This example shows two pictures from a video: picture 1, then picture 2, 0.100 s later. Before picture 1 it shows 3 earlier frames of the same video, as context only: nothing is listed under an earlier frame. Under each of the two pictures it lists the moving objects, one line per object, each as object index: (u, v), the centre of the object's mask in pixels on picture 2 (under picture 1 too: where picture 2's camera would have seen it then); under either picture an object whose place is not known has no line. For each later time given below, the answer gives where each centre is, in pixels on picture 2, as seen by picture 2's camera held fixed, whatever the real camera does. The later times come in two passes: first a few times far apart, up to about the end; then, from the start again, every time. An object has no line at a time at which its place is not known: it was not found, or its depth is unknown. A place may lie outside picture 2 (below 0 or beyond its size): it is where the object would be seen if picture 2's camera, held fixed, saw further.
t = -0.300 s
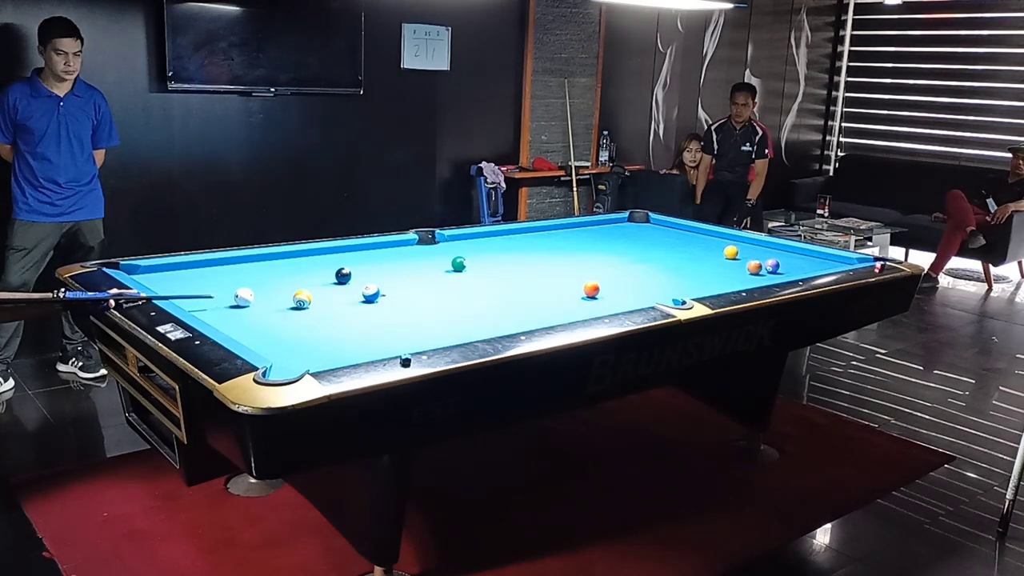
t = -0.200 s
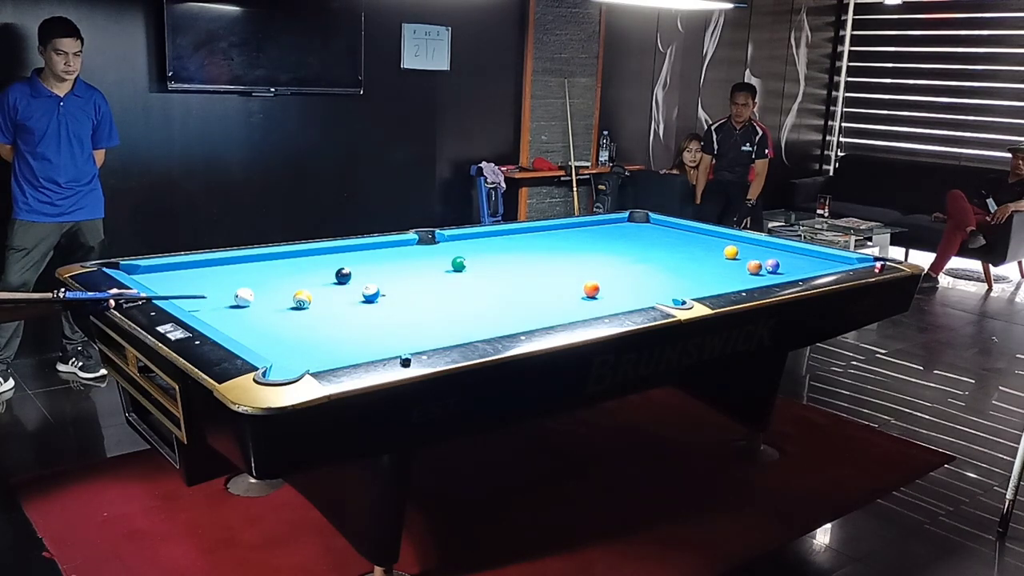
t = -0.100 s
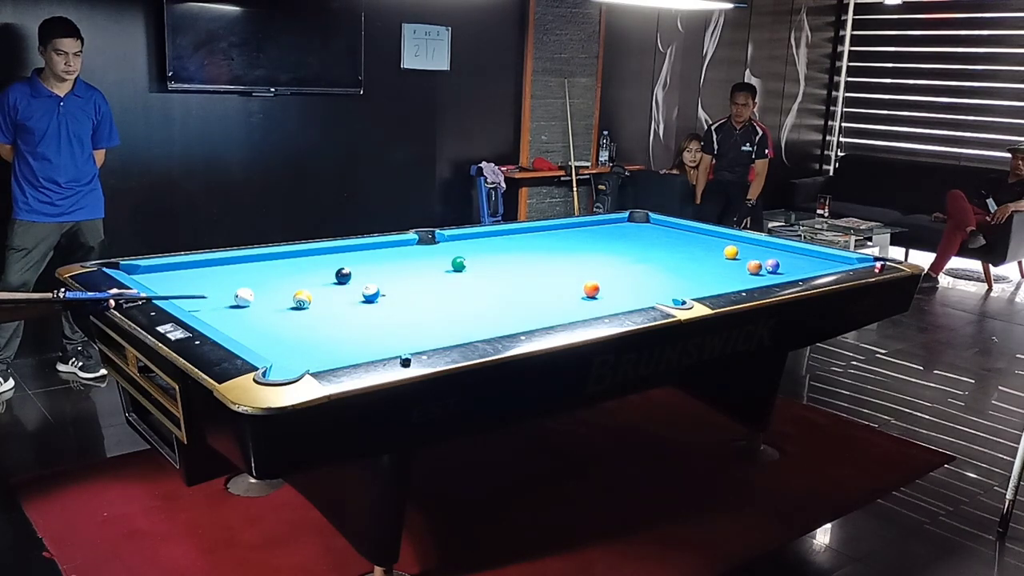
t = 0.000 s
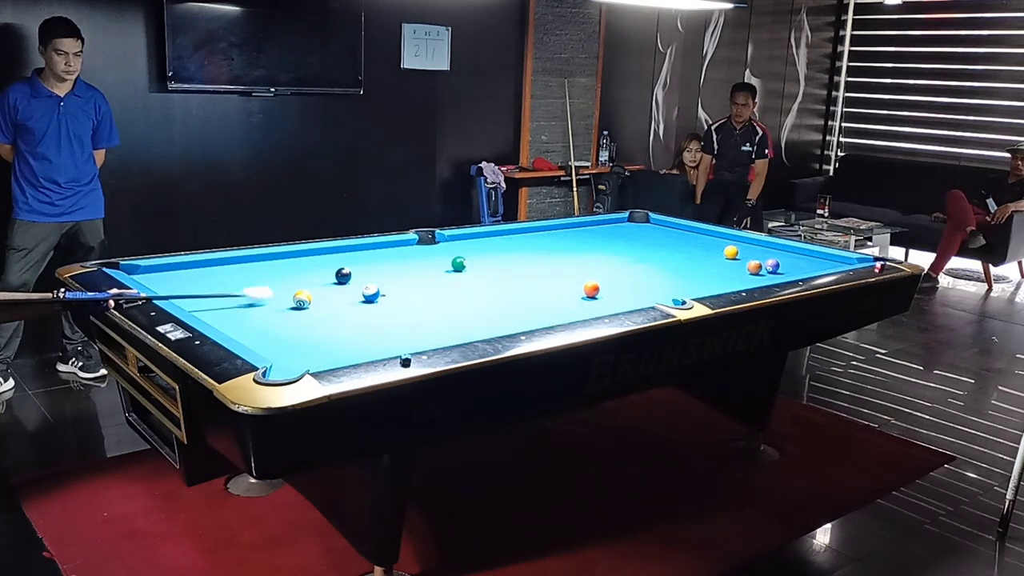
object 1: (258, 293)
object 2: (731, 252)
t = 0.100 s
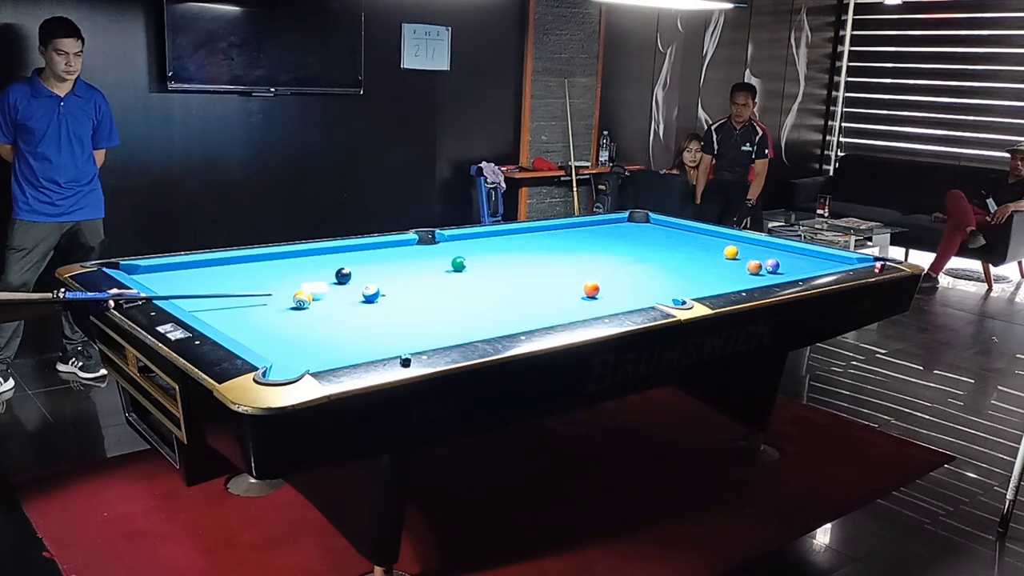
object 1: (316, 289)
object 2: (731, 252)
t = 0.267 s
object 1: (397, 282)
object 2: (731, 252)
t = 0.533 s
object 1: (513, 272)
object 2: (731, 252)
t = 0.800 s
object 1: (613, 263)
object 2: (731, 252)
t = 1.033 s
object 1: (689, 255)
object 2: (731, 252)
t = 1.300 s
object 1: (738, 254)
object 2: (759, 247)
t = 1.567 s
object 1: (771, 254)
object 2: (759, 246)
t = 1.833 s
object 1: (802, 256)
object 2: (736, 249)
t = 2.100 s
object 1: (832, 257)
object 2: (714, 252)
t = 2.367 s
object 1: (836, 260)
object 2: (692, 255)
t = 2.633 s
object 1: (839, 262)
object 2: (669, 258)
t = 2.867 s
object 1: (840, 263)
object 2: (650, 260)
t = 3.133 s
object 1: (834, 264)
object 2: (629, 263)
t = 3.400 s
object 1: (826, 265)
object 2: (609, 266)
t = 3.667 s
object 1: (820, 265)
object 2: (589, 269)
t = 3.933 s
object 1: (815, 265)
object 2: (570, 271)
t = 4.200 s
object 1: (812, 265)
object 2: (551, 274)
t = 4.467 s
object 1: (810, 266)
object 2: (533, 277)
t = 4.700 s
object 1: (809, 266)
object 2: (518, 280)
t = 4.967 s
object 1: (810, 266)
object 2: (501, 282)
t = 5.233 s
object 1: (809, 266)
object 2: (486, 283)
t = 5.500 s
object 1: (809, 266)
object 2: (472, 286)
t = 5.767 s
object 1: (809, 266)
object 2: (458, 288)
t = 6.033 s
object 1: (809, 266)
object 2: (447, 289)
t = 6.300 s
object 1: (809, 266)
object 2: (438, 291)
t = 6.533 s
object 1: (809, 266)
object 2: (430, 291)
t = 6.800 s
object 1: (809, 266)
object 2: (423, 292)
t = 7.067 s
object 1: (809, 266)
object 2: (417, 293)
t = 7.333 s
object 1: (809, 266)
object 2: (413, 294)
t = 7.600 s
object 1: (809, 266)
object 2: (411, 294)
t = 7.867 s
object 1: (809, 266)
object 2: (410, 294)
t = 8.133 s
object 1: (809, 266)
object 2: (410, 294)
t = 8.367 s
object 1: (809, 266)
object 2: (410, 294)
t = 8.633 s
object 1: (809, 266)
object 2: (410, 294)
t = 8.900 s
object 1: (809, 266)
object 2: (410, 294)
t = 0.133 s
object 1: (332, 288)
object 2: (731, 252)
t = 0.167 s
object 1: (350, 287)
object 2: (731, 252)
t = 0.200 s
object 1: (365, 282)
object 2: (731, 252)
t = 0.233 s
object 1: (382, 283)
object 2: (731, 252)
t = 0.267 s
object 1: (397, 282)
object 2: (731, 252)
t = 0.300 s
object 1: (413, 280)
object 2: (731, 252)
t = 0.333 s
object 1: (428, 279)
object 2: (731, 252)
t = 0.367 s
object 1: (441, 279)
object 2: (731, 252)
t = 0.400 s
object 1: (457, 277)
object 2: (731, 252)
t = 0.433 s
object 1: (472, 275)
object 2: (731, 252)
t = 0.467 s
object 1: (486, 274)
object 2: (731, 252)
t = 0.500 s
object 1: (500, 273)
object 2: (731, 252)
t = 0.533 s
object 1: (513, 272)
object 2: (731, 252)
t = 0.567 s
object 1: (526, 271)
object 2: (731, 252)
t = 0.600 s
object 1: (539, 270)
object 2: (731, 252)
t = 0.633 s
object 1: (552, 269)
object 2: (731, 252)
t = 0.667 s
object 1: (565, 267)
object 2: (731, 252)
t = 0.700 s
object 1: (577, 266)
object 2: (731, 252)
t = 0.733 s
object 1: (589, 265)
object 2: (731, 252)
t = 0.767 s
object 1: (601, 264)
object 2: (731, 252)
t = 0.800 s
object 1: (613, 263)
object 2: (731, 252)
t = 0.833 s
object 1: (624, 261)
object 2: (731, 252)
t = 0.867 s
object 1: (636, 260)
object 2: (731, 252)
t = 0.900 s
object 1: (646, 259)
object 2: (731, 252)
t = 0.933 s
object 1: (657, 258)
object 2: (731, 252)
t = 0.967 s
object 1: (668, 257)
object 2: (731, 252)
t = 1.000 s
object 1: (679, 256)
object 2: (731, 252)
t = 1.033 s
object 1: (689, 255)
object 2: (731, 252)
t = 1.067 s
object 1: (699, 255)
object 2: (731, 252)
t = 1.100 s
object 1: (710, 254)
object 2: (731, 252)
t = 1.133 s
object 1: (719, 253)
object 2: (733, 252)
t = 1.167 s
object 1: (724, 253)
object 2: (737, 250)
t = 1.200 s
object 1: (727, 253)
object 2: (743, 249)
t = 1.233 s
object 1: (730, 254)
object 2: (748, 249)
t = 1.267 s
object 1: (734, 254)
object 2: (754, 248)
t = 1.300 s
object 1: (738, 254)
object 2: (759, 247)
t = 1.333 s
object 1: (742, 254)
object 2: (763, 246)
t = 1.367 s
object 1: (746, 254)
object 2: (768, 245)
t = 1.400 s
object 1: (750, 254)
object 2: (772, 245)
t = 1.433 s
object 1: (754, 254)
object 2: (771, 245)
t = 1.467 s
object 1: (758, 254)
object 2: (768, 245)
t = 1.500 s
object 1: (762, 254)
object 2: (765, 244)
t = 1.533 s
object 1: (767, 254)
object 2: (761, 245)
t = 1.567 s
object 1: (771, 254)
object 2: (759, 246)
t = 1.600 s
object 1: (775, 254)
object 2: (756, 246)
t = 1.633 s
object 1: (779, 255)
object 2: (753, 247)
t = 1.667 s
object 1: (783, 255)
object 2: (750, 247)
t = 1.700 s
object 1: (787, 255)
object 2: (747, 248)
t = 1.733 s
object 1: (791, 255)
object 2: (744, 248)
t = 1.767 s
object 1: (794, 255)
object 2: (742, 248)
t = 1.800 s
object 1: (798, 255)
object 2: (739, 249)
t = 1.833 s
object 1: (802, 256)
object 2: (736, 249)
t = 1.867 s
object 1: (806, 256)
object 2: (733, 250)
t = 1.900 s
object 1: (810, 256)
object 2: (731, 250)
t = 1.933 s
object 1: (813, 256)
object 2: (728, 250)
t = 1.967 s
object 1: (817, 256)
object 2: (725, 251)
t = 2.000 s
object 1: (820, 256)
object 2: (722, 251)
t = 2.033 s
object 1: (824, 256)
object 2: (719, 251)
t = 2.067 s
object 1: (828, 256)
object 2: (717, 252)
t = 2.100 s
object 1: (832, 257)
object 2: (714, 252)
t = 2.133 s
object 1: (834, 257)
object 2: (711, 253)
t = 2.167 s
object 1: (834, 257)
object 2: (708, 253)
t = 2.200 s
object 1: (834, 258)
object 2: (705, 253)
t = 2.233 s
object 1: (834, 258)
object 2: (703, 254)
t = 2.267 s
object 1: (835, 259)
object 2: (700, 254)
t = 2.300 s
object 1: (835, 259)
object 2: (697, 254)
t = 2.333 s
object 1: (835, 259)
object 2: (694, 255)
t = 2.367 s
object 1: (836, 260)
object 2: (692, 255)
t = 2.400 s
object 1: (837, 260)
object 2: (689, 255)
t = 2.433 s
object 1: (837, 260)
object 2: (686, 256)
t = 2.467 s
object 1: (837, 261)
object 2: (683, 256)
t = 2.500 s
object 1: (838, 261)
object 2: (680, 257)
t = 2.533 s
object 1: (838, 261)
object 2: (678, 257)
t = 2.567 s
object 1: (839, 261)
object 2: (675, 257)
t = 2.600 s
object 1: (839, 262)
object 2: (672, 257)
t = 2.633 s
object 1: (839, 262)
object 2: (669, 258)
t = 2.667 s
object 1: (839, 262)
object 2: (666, 258)
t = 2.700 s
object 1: (839, 262)
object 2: (664, 259)
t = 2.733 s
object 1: (839, 262)
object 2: (661, 259)
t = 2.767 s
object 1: (840, 263)
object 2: (659, 259)
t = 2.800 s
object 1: (840, 263)
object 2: (656, 260)
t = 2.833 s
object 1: (840, 263)
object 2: (653, 260)
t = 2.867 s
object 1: (840, 263)
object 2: (650, 260)
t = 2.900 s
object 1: (841, 263)
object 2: (648, 261)
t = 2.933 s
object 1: (841, 263)
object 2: (645, 261)
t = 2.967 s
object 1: (839, 264)
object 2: (642, 261)
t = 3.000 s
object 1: (838, 264)
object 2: (640, 262)
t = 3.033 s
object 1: (837, 264)
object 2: (637, 262)
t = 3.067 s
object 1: (836, 264)
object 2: (634, 263)
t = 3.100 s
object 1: (835, 264)
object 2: (632, 263)
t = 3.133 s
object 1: (834, 264)
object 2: (629, 263)
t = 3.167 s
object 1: (833, 264)
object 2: (627, 264)
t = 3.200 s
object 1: (832, 264)
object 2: (624, 264)
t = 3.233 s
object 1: (831, 264)
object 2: (622, 264)
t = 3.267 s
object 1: (830, 264)
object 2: (619, 265)
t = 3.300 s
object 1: (829, 265)
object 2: (616, 265)
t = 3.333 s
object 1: (828, 265)
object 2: (614, 265)
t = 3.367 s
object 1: (827, 265)
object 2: (611, 265)
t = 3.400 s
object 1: (826, 265)
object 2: (609, 266)
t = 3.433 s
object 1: (825, 265)
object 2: (606, 266)
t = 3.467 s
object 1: (824, 265)
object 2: (604, 267)
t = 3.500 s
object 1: (823, 265)
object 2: (601, 267)
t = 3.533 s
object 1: (823, 265)
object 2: (599, 267)
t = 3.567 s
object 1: (822, 265)
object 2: (596, 268)
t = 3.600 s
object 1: (821, 265)
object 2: (594, 269)
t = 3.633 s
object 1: (820, 265)
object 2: (591, 269)
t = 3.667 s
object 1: (820, 265)
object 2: (589, 269)
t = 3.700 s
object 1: (819, 265)
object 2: (586, 270)
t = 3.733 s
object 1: (818, 265)
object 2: (584, 270)
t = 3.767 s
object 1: (818, 265)
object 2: (582, 270)
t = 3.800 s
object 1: (817, 265)
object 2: (579, 270)
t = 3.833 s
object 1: (817, 265)
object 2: (577, 271)
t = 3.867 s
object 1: (816, 265)
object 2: (574, 271)
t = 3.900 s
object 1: (816, 265)
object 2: (572, 271)
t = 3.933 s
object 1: (815, 265)
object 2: (570, 271)
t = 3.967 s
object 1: (815, 265)
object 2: (567, 272)
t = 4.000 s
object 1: (814, 265)
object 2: (565, 272)
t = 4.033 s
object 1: (814, 265)
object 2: (563, 273)
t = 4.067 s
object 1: (813, 265)
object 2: (560, 273)
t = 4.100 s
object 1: (813, 265)
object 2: (558, 274)
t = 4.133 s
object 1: (813, 265)
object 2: (556, 274)
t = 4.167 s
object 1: (812, 266)
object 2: (553, 274)
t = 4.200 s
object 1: (812, 265)
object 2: (551, 274)
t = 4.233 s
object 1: (812, 266)
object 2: (549, 275)
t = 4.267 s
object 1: (811, 266)
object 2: (546, 276)
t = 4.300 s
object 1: (811, 266)
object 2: (544, 276)
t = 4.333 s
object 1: (811, 266)
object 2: (542, 276)
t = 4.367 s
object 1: (810, 266)
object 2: (540, 277)
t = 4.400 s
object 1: (810, 266)
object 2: (537, 277)
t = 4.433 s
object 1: (810, 266)
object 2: (535, 277)
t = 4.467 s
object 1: (810, 266)
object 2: (533, 277)
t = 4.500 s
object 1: (810, 266)
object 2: (531, 278)
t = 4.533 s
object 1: (809, 266)
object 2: (528, 278)
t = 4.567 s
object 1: (809, 266)
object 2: (526, 278)
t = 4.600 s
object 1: (809, 266)
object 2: (524, 278)
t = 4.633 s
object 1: (809, 266)
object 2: (522, 279)
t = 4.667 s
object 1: (809, 266)
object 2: (520, 279)
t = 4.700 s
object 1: (809, 266)
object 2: (518, 280)
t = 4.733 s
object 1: (809, 266)
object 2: (516, 280)
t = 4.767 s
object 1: (810, 266)
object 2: (513, 280)
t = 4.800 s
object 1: (809, 266)
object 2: (511, 280)
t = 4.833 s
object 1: (809, 266)
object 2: (509, 280)
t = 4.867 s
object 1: (809, 266)
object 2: (507, 281)
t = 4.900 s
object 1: (809, 266)
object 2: (505, 281)
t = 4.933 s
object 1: (809, 266)
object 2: (503, 281)
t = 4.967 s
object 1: (810, 266)
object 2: (501, 282)
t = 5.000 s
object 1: (809, 266)
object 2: (499, 282)
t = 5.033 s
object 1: (809, 266)
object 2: (497, 282)
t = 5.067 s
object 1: (809, 266)
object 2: (495, 282)
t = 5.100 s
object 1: (809, 266)
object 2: (494, 283)
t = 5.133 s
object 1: (809, 266)
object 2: (492, 283)
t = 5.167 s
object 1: (809, 266)
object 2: (490, 283)
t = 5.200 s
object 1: (809, 266)
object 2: (488, 283)
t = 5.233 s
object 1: (809, 266)
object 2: (486, 283)
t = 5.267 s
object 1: (809, 266)
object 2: (484, 284)
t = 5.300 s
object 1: (809, 266)
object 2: (482, 284)
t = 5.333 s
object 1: (809, 266)
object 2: (480, 284)
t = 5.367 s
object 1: (809, 266)
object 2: (479, 285)
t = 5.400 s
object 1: (809, 266)
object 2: (477, 285)
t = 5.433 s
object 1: (809, 266)
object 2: (475, 285)
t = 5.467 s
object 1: (809, 266)
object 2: (473, 286)
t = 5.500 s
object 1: (809, 266)
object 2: (472, 286)
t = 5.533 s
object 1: (809, 266)
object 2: (470, 287)
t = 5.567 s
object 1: (809, 266)
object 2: (468, 287)
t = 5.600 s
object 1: (809, 266)
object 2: (467, 287)
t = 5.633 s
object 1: (809, 266)
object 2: (465, 287)
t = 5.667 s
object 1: (809, 266)
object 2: (463, 287)
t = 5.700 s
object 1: (809, 266)
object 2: (462, 288)
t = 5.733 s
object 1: (809, 266)
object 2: (460, 288)
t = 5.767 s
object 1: (809, 266)
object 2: (458, 288)
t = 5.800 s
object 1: (809, 266)
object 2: (457, 288)
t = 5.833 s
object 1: (809, 266)
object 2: (456, 288)
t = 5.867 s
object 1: (809, 266)
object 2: (454, 288)
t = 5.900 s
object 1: (809, 266)
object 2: (453, 289)
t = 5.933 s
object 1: (809, 266)
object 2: (451, 289)
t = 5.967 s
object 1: (809, 266)
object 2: (450, 289)
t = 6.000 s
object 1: (809, 266)
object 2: (449, 289)
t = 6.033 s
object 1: (809, 266)
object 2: (447, 289)
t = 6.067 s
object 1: (809, 266)
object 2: (446, 290)
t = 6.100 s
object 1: (809, 266)
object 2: (445, 290)
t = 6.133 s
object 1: (809, 266)
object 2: (444, 290)
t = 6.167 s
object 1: (809, 266)
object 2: (443, 290)
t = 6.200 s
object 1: (809, 266)
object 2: (441, 290)
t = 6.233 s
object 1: (809, 266)
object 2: (440, 290)
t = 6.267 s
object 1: (809, 266)
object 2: (439, 290)
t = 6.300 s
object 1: (809, 266)
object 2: (438, 291)
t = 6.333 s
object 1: (809, 266)
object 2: (437, 291)
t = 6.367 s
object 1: (809, 266)
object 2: (436, 291)
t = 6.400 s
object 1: (809, 266)
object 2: (434, 291)
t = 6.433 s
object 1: (809, 266)
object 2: (433, 291)
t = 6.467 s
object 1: (809, 266)
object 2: (432, 291)
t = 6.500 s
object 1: (809, 266)
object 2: (431, 291)
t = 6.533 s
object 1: (809, 266)
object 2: (430, 291)
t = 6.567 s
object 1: (809, 266)
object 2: (429, 291)
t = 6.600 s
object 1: (809, 266)
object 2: (428, 292)
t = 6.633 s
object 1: (809, 266)
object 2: (427, 292)
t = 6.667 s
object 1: (809, 266)
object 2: (427, 292)
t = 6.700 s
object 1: (809, 266)
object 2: (426, 292)
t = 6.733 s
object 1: (809, 266)
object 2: (425, 292)
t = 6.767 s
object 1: (809, 266)
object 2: (424, 292)
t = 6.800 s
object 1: (809, 266)
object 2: (423, 292)
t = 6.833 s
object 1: (809, 266)
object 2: (422, 292)
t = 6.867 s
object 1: (809, 266)
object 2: (421, 292)
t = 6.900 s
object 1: (809, 266)
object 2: (421, 292)
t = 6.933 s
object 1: (809, 266)
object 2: (420, 293)
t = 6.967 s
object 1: (809, 266)
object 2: (419, 293)
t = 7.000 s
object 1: (809, 266)
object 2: (419, 293)
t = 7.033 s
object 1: (809, 266)
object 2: (418, 293)
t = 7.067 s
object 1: (809, 266)
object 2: (417, 293)
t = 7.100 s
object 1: (809, 266)
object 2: (417, 293)
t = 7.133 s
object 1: (809, 266)
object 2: (416, 293)
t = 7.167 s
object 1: (809, 266)
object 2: (416, 293)
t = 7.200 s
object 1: (809, 266)
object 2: (415, 293)
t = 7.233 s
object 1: (809, 266)
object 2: (415, 293)
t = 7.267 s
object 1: (809, 266)
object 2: (414, 293)
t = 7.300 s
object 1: (809, 266)
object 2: (414, 294)
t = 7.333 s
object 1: (809, 266)
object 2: (413, 294)
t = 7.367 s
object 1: (809, 266)
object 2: (413, 293)
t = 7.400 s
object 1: (809, 266)
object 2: (413, 293)
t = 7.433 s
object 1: (809, 266)
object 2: (413, 294)
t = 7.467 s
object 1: (809, 266)
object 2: (412, 294)
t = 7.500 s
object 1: (809, 266)
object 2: (412, 294)
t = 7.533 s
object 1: (809, 266)
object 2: (412, 294)
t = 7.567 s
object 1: (809, 266)
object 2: (411, 294)
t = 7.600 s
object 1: (809, 266)
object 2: (411, 294)
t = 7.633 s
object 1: (809, 266)
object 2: (411, 294)
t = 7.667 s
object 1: (809, 266)
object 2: (411, 294)
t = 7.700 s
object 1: (809, 266)
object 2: (411, 294)
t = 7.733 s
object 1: (809, 266)
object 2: (410, 294)
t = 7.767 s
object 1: (809, 266)
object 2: (410, 294)
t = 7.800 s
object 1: (809, 266)
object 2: (410, 294)
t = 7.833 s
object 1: (809, 266)
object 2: (410, 294)
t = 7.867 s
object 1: (809, 266)
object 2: (410, 294)
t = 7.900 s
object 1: (809, 266)
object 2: (410, 294)
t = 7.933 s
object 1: (809, 266)
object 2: (410, 294)
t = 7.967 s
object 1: (809, 266)
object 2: (410, 294)
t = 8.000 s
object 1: (809, 266)
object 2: (410, 294)
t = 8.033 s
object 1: (809, 266)
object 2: (410, 294)
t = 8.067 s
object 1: (809, 266)
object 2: (410, 294)
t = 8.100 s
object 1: (809, 266)
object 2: (410, 294)
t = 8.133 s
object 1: (809, 266)
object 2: (410, 294)
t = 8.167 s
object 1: (809, 266)
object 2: (410, 294)
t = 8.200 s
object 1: (809, 266)
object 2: (410, 294)
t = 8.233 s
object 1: (809, 266)
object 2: (410, 294)
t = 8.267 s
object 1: (809, 266)
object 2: (410, 294)
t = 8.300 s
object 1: (809, 266)
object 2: (410, 294)
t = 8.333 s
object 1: (809, 266)
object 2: (410, 294)
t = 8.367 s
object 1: (809, 266)
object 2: (410, 294)
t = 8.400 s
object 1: (809, 266)
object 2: (410, 294)
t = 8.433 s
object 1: (809, 266)
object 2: (410, 294)
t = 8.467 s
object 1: (809, 266)
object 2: (410, 294)
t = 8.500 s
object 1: (809, 266)
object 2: (410, 294)
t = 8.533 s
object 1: (809, 266)
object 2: (410, 294)
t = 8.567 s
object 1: (809, 266)
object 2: (410, 294)
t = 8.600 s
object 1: (809, 266)
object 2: (410, 294)
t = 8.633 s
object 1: (809, 266)
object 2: (410, 294)
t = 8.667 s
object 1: (809, 266)
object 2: (410, 294)
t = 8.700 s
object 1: (809, 266)
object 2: (410, 294)
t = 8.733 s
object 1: (809, 266)
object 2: (410, 294)
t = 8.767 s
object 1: (809, 266)
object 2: (410, 294)
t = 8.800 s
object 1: (809, 266)
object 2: (410, 294)
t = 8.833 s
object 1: (809, 266)
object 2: (410, 294)
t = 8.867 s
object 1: (809, 266)
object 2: (410, 294)
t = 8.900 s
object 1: (809, 266)
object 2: (410, 294)
